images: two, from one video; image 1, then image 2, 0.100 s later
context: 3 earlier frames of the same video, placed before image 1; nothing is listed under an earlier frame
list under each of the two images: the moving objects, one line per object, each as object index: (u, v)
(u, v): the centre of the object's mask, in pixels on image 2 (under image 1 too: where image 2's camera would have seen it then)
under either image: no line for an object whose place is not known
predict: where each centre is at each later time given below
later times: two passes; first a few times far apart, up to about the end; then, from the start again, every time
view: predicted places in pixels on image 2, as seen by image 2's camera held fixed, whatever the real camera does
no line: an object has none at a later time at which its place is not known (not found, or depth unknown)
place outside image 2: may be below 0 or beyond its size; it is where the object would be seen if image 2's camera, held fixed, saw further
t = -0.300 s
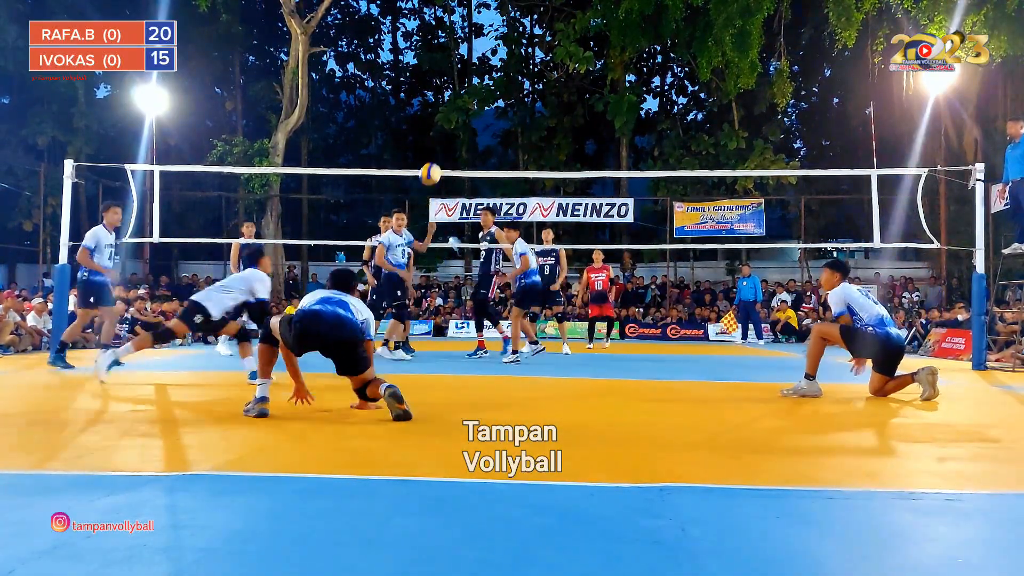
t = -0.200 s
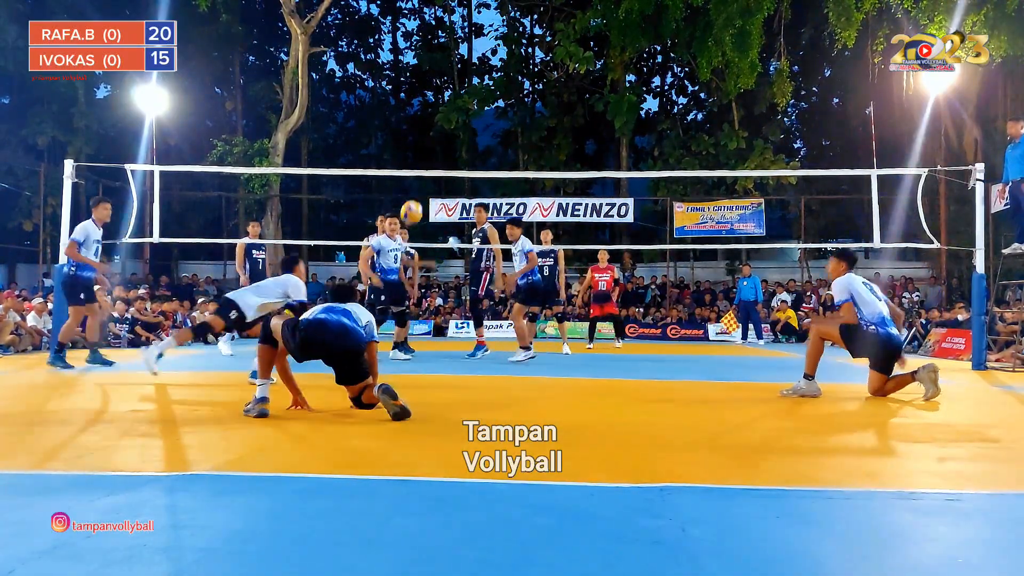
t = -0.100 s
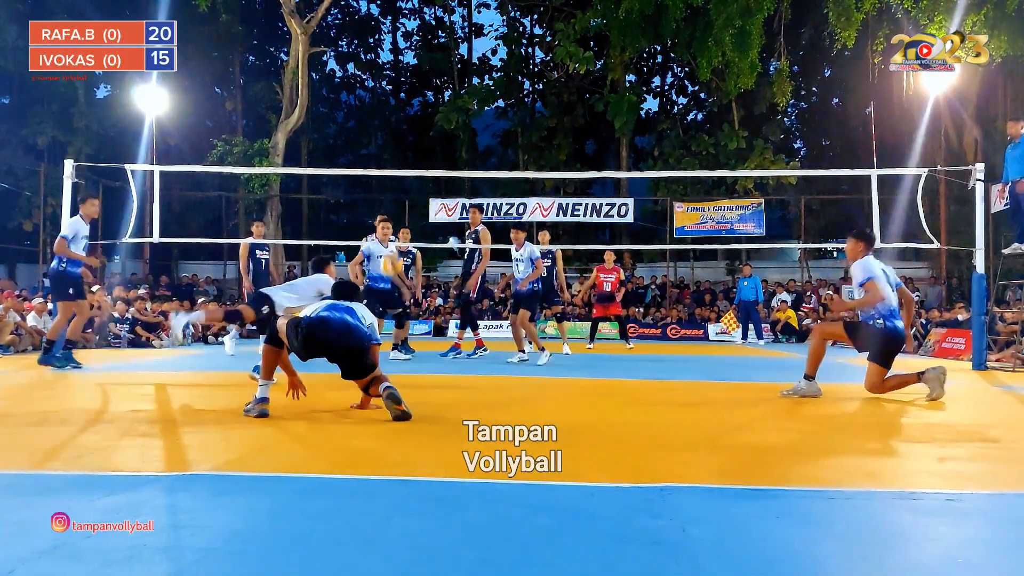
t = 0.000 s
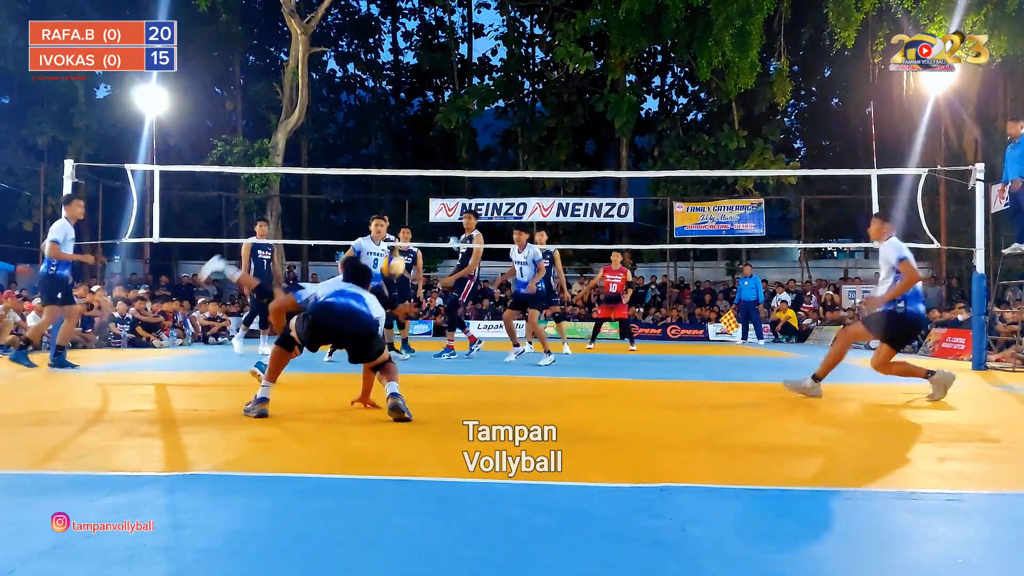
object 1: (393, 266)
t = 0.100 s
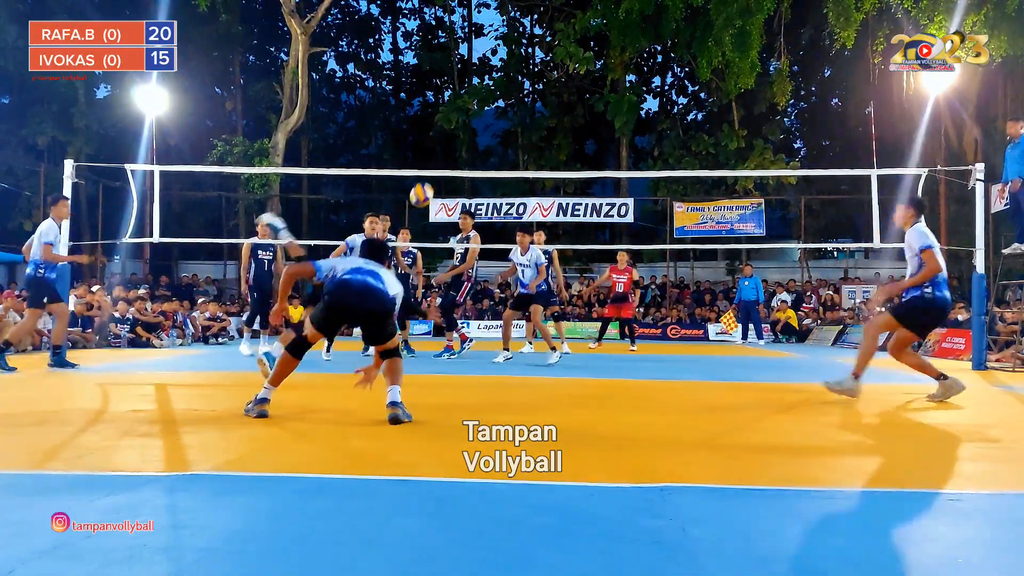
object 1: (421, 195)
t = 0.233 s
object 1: (455, 121)
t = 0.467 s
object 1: (508, 42)
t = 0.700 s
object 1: (551, 17)
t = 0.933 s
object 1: (588, 35)
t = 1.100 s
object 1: (611, 71)
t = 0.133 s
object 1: (430, 174)
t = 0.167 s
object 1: (439, 155)
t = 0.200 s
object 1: (447, 137)
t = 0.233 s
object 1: (455, 121)
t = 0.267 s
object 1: (464, 106)
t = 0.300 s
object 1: (471, 92)
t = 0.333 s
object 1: (479, 80)
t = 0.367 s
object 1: (486, 70)
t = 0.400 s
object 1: (494, 58)
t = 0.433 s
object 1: (501, 50)
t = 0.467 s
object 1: (508, 42)
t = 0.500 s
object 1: (514, 36)
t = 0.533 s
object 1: (521, 30)
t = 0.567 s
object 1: (527, 26)
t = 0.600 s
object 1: (533, 22)
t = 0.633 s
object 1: (539, 19)
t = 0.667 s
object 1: (545, 17)
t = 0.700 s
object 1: (551, 17)
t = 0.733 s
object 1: (557, 16)
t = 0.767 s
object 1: (562, 17)
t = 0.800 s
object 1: (568, 19)
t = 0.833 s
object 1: (573, 22)
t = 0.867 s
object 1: (578, 25)
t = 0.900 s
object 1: (583, 30)
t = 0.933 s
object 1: (588, 35)
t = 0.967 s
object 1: (593, 41)
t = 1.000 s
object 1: (597, 47)
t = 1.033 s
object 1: (602, 54)
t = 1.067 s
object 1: (606, 62)
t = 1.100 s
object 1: (611, 71)
